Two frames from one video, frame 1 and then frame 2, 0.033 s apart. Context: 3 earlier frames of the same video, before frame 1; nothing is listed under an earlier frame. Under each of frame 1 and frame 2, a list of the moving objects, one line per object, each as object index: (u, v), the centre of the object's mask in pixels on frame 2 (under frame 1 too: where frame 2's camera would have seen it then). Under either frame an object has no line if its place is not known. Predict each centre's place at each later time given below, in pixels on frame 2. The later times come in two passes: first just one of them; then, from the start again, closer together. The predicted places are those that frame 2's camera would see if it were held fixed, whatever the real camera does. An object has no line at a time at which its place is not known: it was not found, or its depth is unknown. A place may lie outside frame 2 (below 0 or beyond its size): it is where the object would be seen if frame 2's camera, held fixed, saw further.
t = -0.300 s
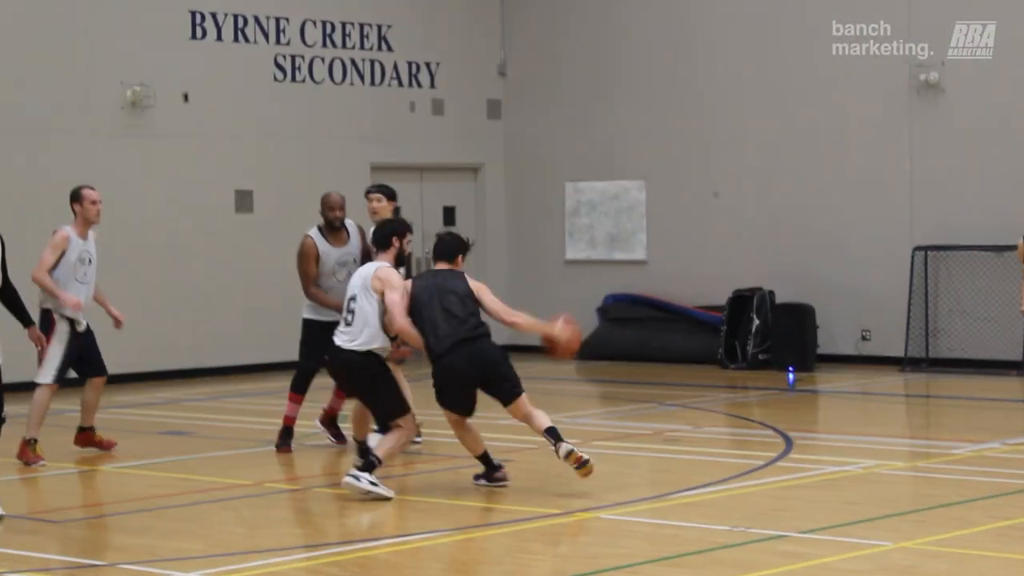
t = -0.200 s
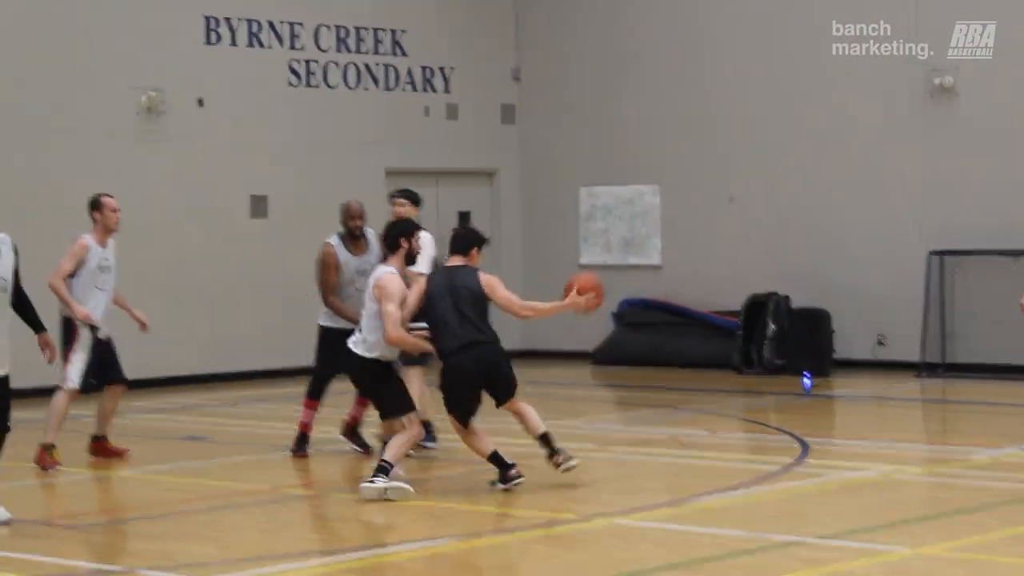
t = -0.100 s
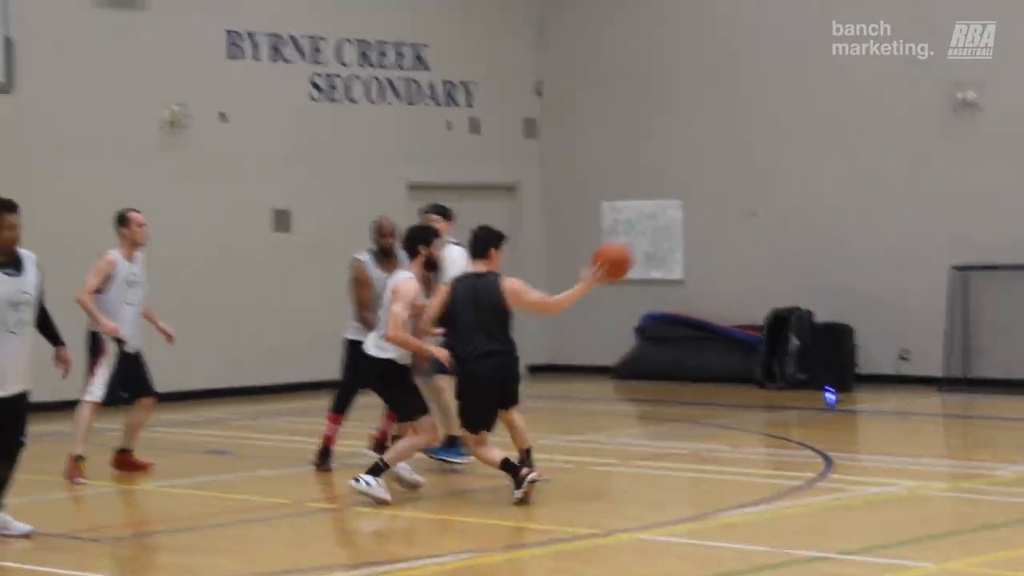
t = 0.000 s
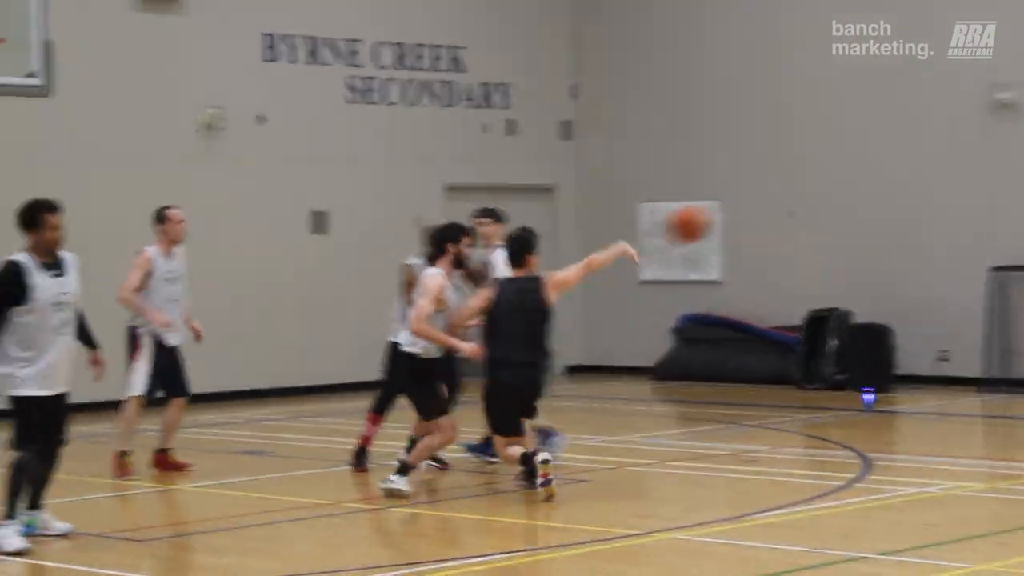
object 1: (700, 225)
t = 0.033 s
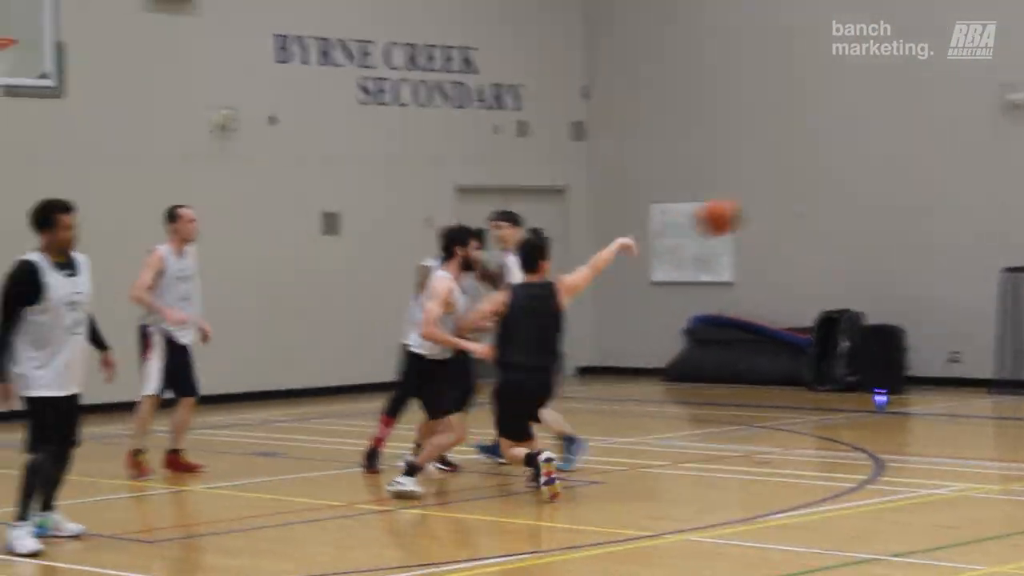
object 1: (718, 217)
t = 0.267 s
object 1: (834, 210)
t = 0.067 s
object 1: (735, 212)
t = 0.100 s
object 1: (752, 206)
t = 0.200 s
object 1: (803, 204)
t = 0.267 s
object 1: (834, 210)
